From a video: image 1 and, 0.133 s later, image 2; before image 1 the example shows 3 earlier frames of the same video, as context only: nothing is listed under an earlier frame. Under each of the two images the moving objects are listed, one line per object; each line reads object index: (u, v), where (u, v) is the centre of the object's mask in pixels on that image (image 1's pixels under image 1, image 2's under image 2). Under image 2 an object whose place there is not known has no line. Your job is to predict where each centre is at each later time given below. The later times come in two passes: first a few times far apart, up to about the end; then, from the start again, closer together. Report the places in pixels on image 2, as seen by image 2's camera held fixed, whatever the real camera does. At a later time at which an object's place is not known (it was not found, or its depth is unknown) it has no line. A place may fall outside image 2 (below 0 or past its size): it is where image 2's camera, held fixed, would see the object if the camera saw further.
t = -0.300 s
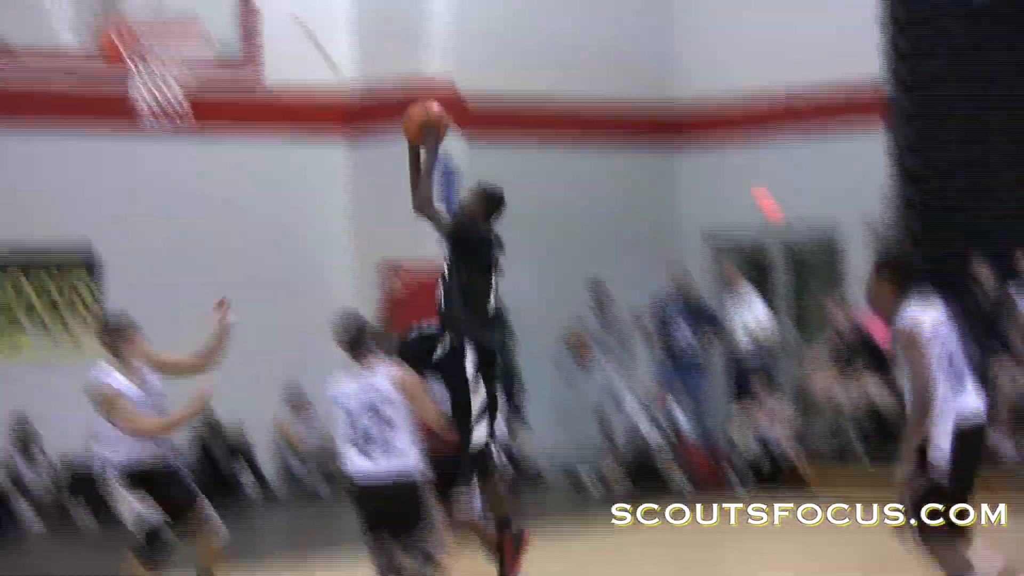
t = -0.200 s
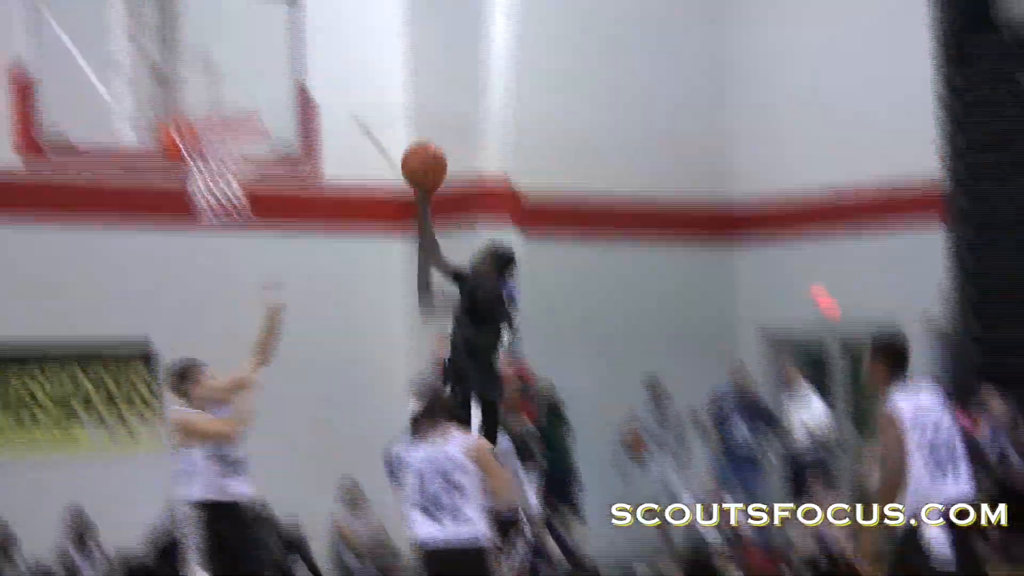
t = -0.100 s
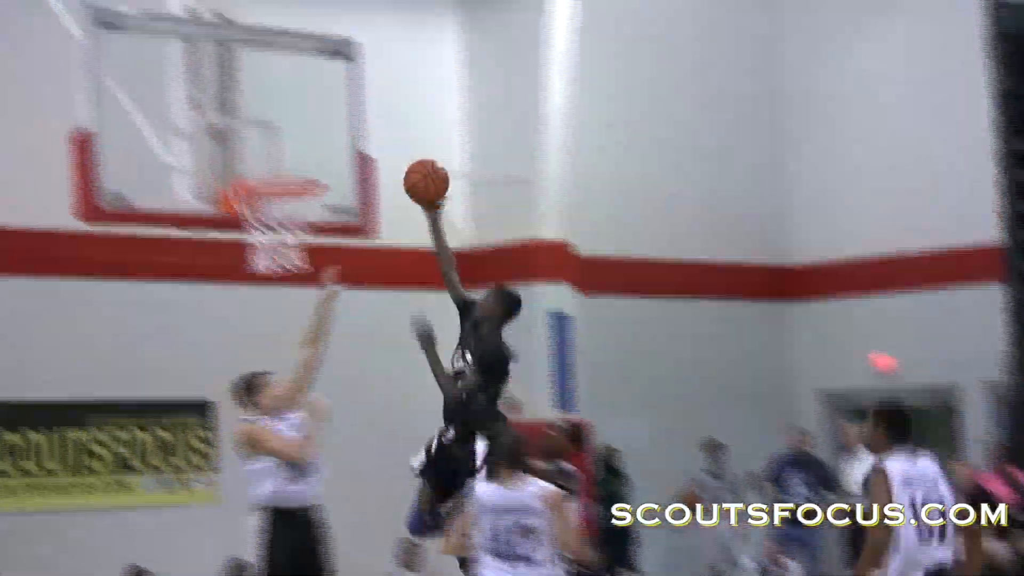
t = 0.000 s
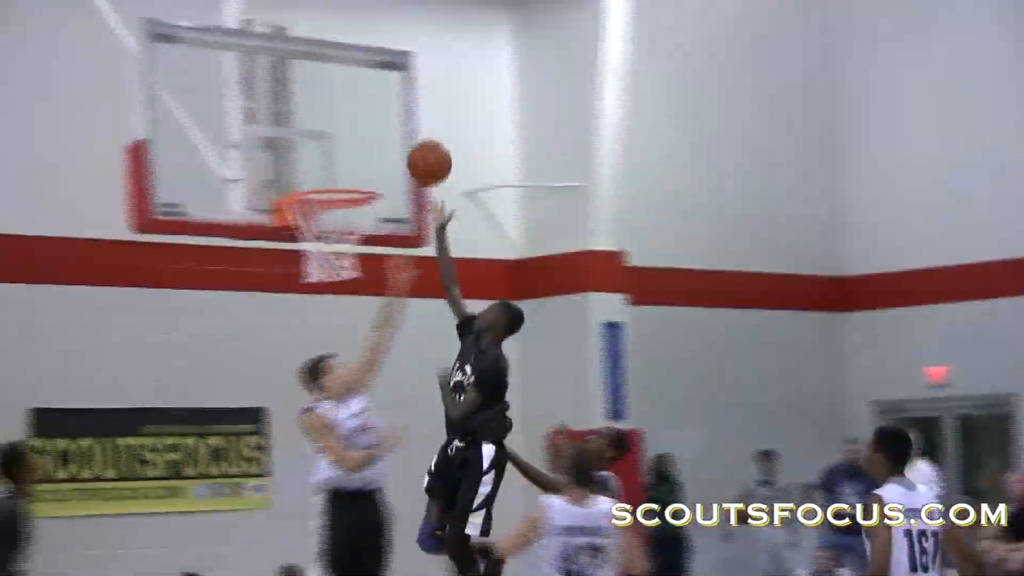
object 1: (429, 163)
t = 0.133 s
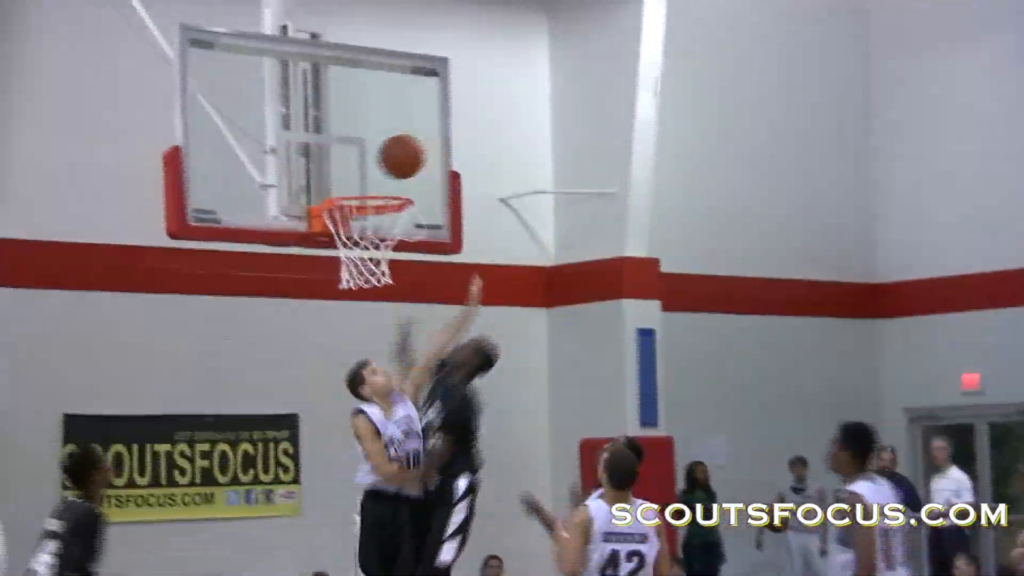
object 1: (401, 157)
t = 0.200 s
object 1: (372, 162)
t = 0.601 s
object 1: (390, 255)
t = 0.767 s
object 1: (397, 297)
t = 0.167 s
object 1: (386, 158)
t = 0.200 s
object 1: (372, 162)
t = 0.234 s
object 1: (357, 167)
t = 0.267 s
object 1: (344, 174)
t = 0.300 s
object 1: (346, 175)
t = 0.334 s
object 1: (349, 177)
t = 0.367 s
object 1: (352, 180)
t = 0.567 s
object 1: (385, 244)
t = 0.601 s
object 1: (390, 255)
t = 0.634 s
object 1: (393, 256)
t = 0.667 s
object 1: (395, 260)
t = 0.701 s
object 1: (396, 271)
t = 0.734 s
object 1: (399, 290)
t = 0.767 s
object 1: (397, 297)
